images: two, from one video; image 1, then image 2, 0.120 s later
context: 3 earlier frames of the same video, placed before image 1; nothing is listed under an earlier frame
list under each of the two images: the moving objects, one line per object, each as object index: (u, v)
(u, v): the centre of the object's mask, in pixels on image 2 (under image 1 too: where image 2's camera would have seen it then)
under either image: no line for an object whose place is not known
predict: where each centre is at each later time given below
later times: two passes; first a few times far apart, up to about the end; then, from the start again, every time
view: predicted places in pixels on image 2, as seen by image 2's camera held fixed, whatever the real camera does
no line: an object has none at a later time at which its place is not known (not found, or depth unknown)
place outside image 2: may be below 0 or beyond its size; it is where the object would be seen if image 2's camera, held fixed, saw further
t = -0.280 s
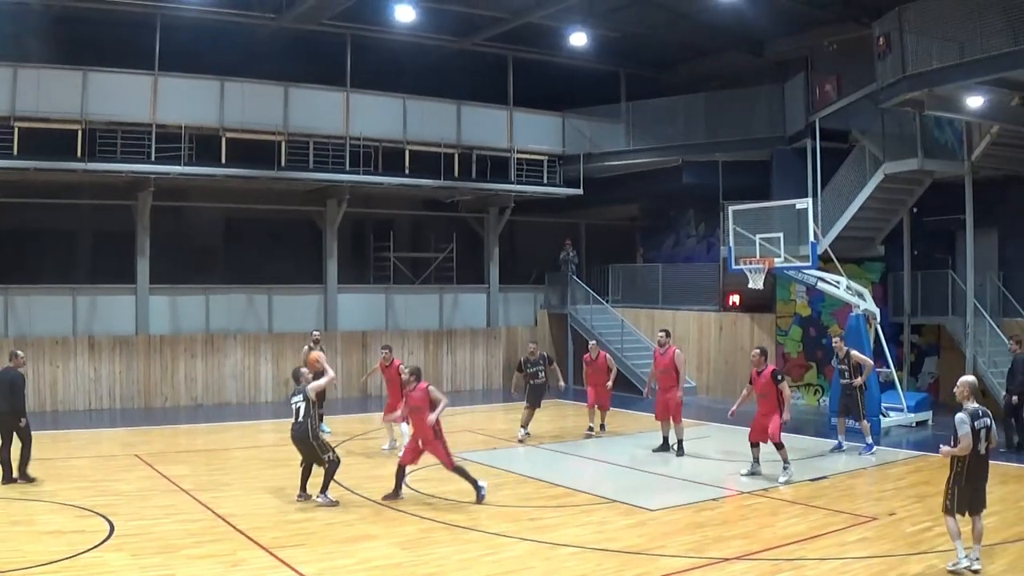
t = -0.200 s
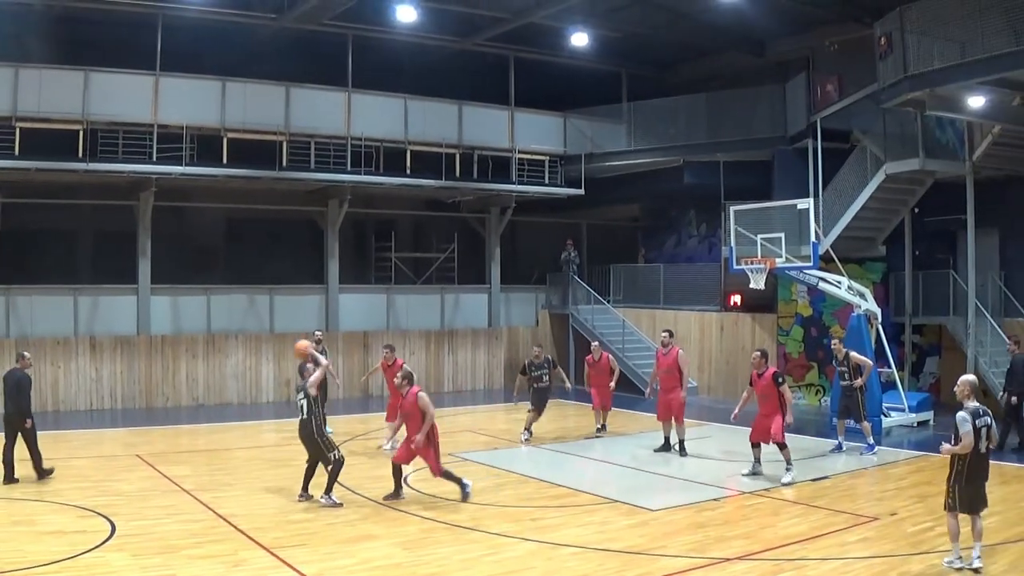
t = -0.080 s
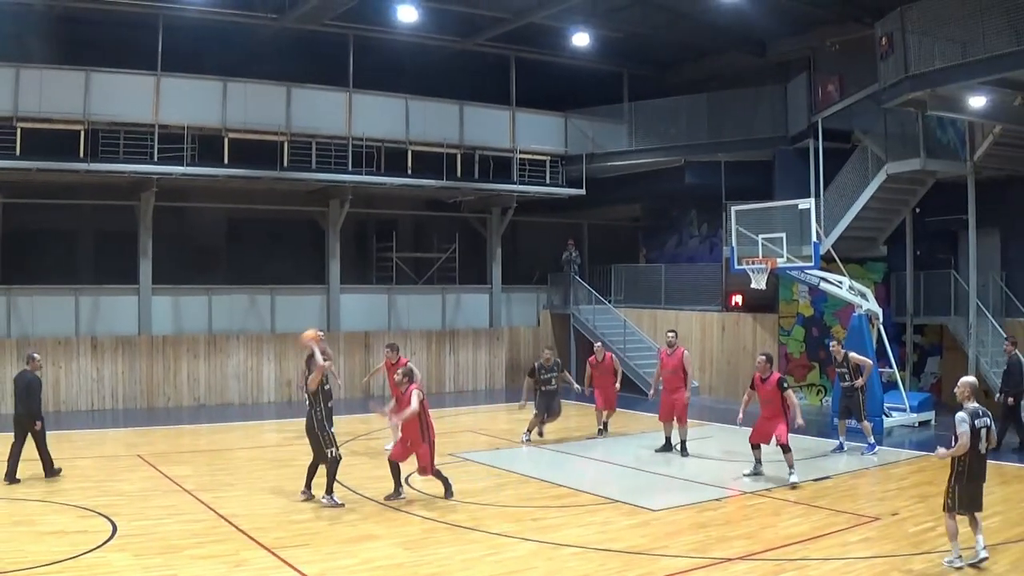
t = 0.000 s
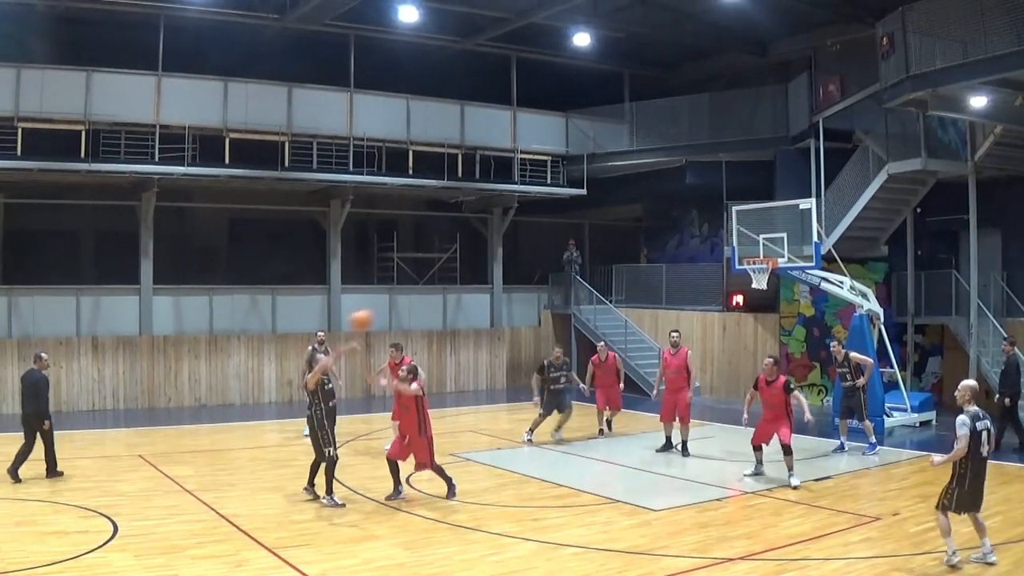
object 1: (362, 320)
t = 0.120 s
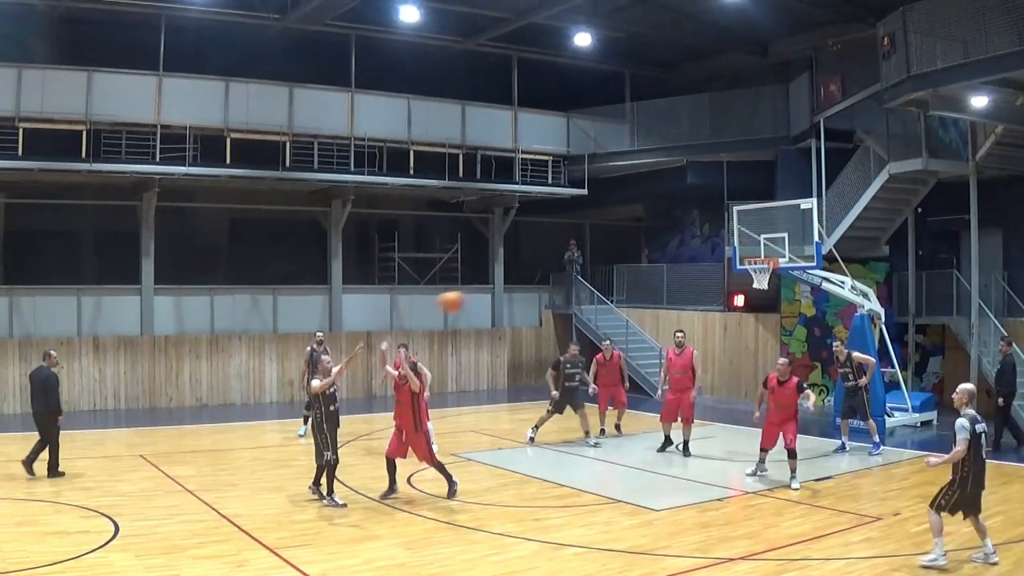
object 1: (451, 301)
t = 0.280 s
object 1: (578, 295)
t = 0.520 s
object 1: (785, 332)
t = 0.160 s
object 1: (483, 297)
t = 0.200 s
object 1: (514, 295)
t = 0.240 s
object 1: (548, 295)
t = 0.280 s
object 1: (578, 295)
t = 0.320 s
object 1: (615, 296)
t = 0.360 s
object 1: (647, 300)
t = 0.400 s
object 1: (682, 305)
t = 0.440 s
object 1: (716, 314)
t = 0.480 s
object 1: (751, 322)
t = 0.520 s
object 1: (785, 332)
